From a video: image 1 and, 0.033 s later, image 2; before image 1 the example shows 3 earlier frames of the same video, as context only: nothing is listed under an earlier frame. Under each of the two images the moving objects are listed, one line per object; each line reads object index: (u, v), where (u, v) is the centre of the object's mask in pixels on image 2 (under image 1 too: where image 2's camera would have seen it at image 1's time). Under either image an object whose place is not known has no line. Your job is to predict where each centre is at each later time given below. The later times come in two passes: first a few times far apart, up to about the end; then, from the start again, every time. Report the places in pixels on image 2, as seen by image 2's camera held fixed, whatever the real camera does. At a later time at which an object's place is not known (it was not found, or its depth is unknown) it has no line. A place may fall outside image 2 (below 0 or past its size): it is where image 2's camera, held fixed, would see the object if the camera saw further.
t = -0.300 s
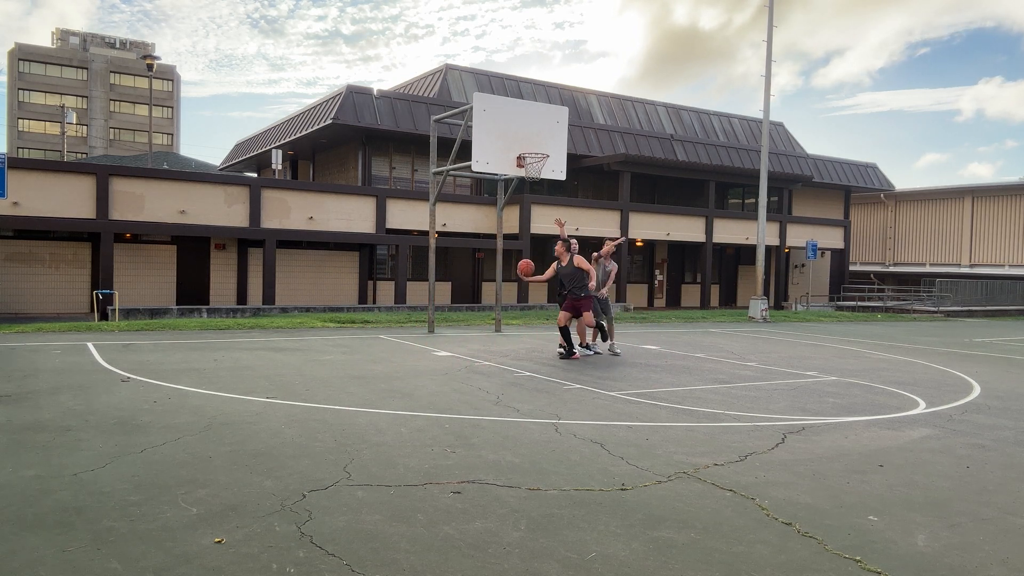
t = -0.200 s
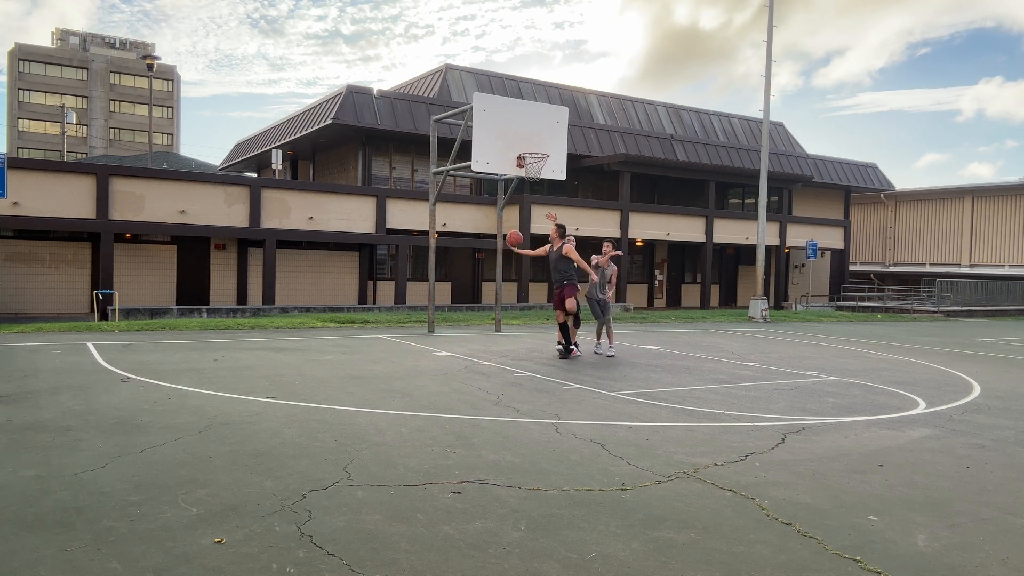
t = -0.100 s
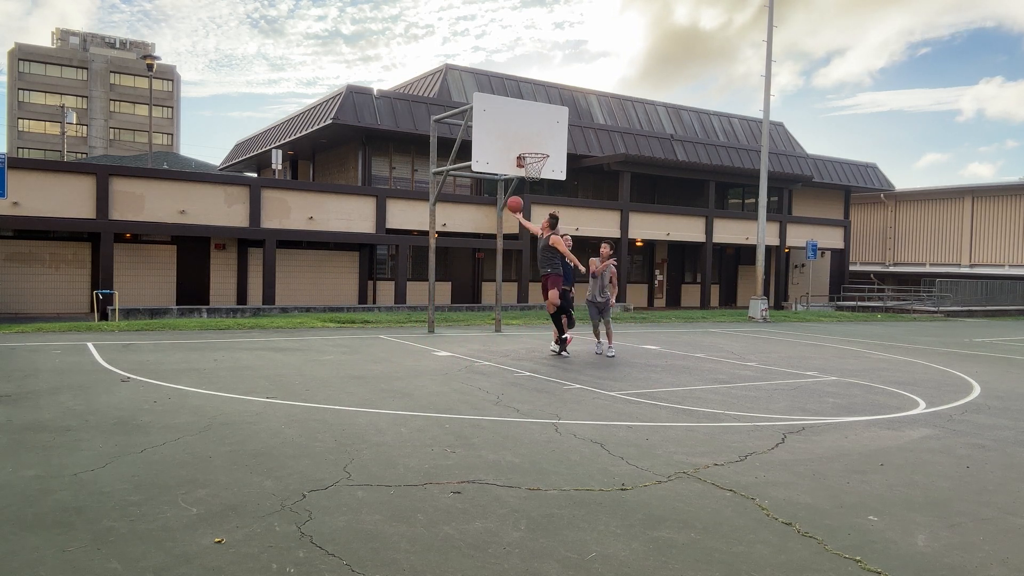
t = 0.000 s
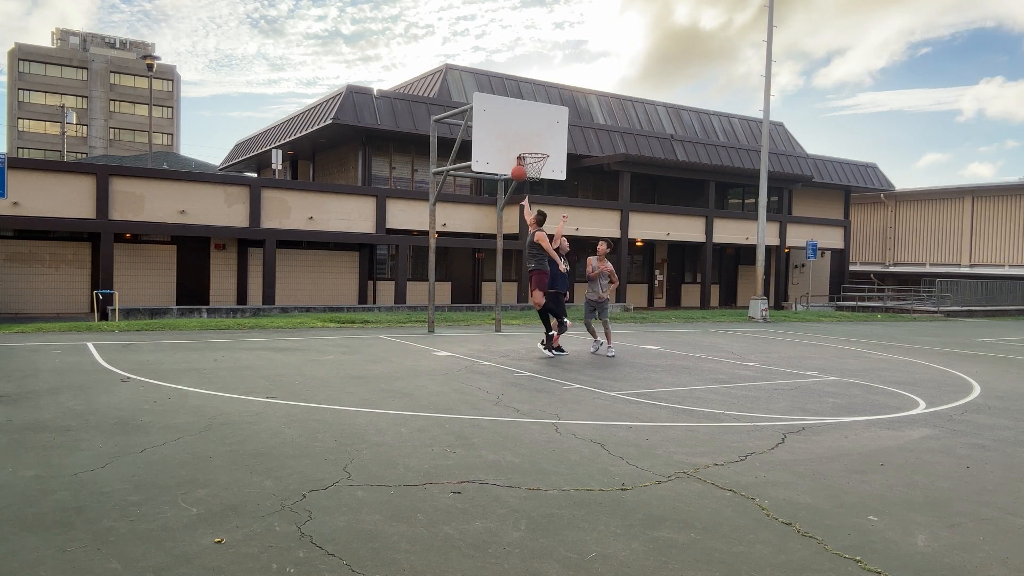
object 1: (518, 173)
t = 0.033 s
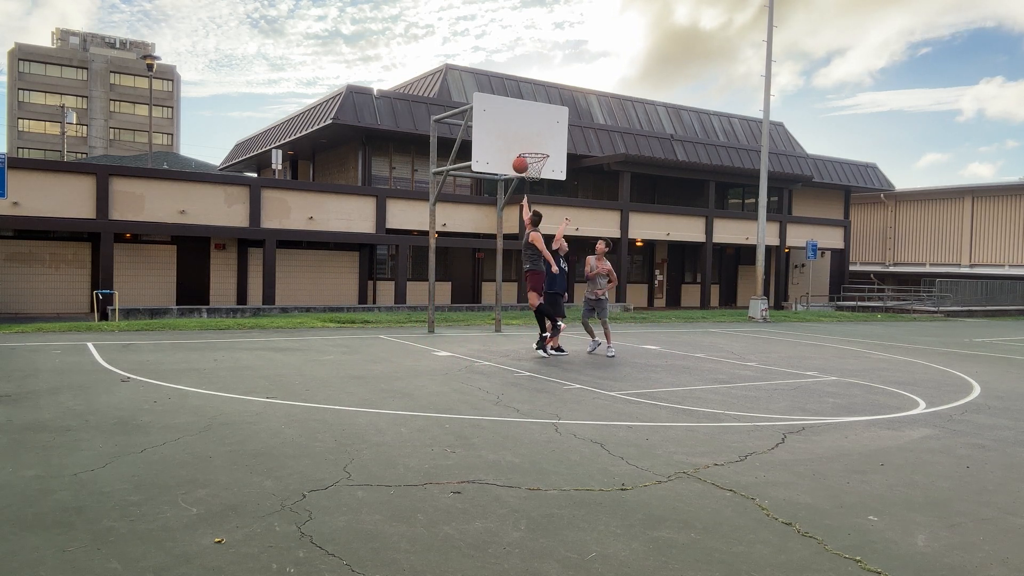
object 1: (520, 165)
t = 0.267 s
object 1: (529, 128)
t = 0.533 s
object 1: (536, 131)
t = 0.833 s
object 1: (549, 154)
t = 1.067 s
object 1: (568, 178)
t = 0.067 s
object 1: (521, 157)
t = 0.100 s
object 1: (523, 150)
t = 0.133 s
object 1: (524, 144)
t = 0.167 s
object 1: (525, 139)
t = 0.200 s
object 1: (526, 135)
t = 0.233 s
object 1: (527, 129)
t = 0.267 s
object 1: (529, 128)
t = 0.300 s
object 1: (530, 126)
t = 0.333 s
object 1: (531, 125)
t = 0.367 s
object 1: (532, 124)
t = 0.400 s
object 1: (533, 124)
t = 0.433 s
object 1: (534, 125)
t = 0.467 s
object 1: (535, 126)
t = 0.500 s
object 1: (536, 128)
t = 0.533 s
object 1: (536, 131)
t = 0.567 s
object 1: (537, 134)
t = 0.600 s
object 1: (538, 138)
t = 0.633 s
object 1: (539, 142)
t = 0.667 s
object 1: (539, 147)
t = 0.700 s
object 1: (541, 150)
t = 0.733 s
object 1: (541, 152)
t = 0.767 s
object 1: (544, 152)
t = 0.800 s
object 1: (547, 152)
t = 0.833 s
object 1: (549, 154)
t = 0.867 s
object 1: (552, 155)
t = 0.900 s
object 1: (555, 158)
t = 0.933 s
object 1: (557, 160)
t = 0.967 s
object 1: (560, 164)
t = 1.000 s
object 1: (562, 168)
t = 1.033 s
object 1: (565, 172)
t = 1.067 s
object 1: (568, 178)
